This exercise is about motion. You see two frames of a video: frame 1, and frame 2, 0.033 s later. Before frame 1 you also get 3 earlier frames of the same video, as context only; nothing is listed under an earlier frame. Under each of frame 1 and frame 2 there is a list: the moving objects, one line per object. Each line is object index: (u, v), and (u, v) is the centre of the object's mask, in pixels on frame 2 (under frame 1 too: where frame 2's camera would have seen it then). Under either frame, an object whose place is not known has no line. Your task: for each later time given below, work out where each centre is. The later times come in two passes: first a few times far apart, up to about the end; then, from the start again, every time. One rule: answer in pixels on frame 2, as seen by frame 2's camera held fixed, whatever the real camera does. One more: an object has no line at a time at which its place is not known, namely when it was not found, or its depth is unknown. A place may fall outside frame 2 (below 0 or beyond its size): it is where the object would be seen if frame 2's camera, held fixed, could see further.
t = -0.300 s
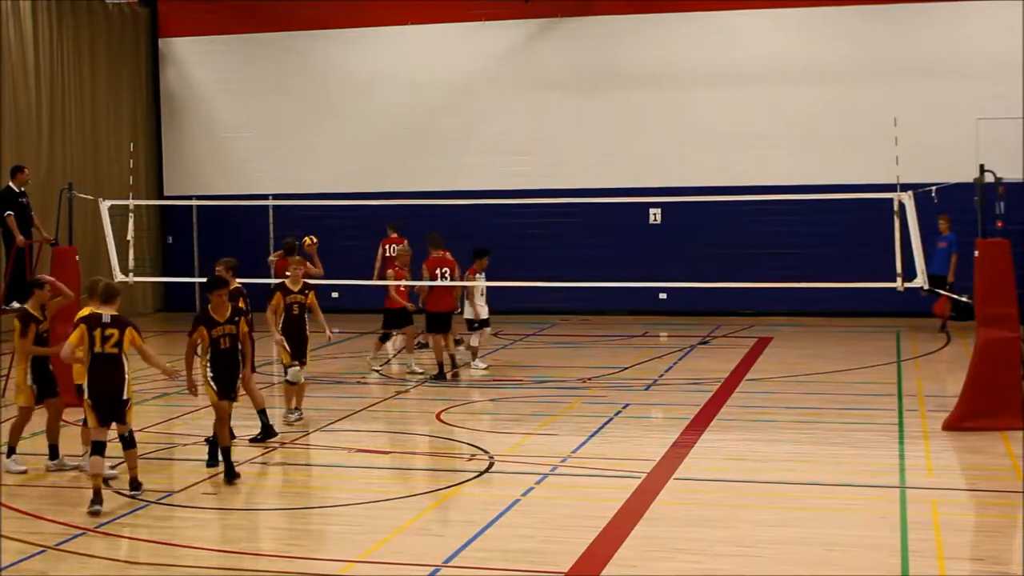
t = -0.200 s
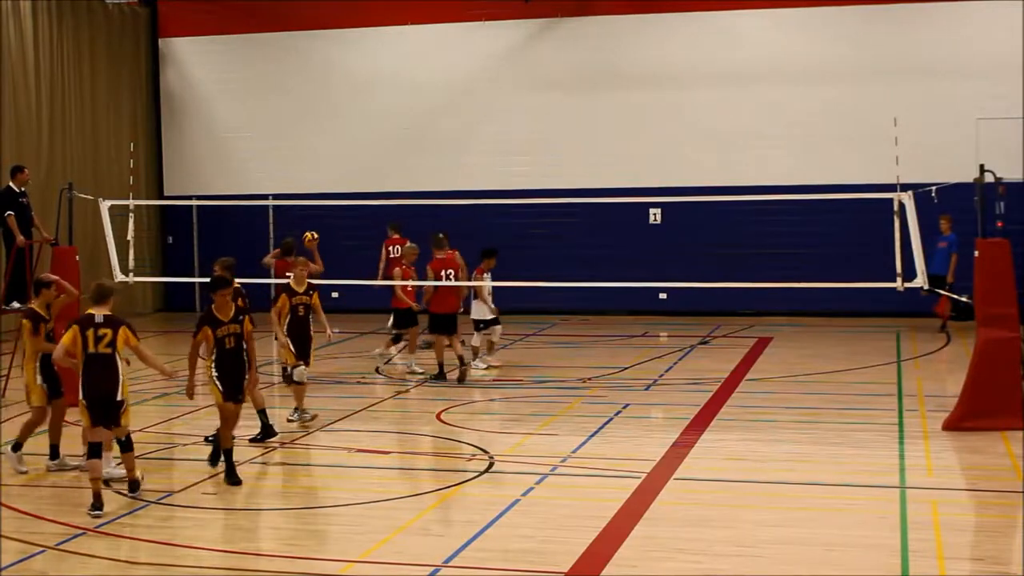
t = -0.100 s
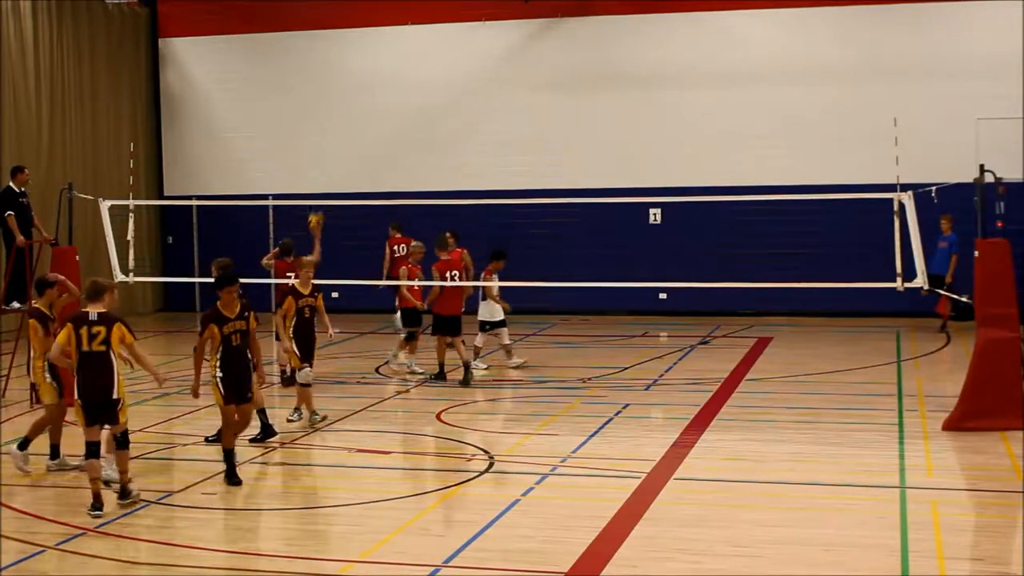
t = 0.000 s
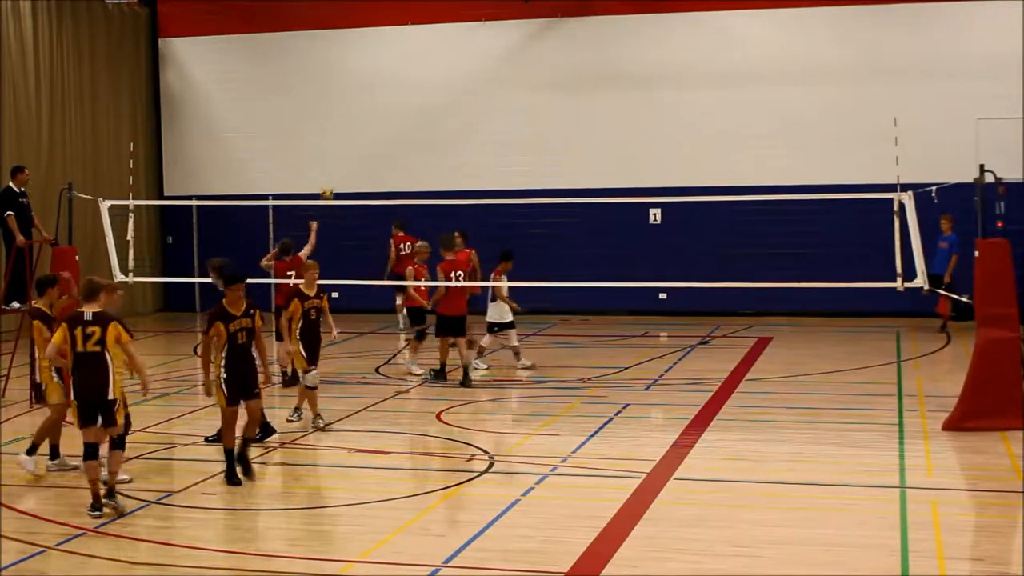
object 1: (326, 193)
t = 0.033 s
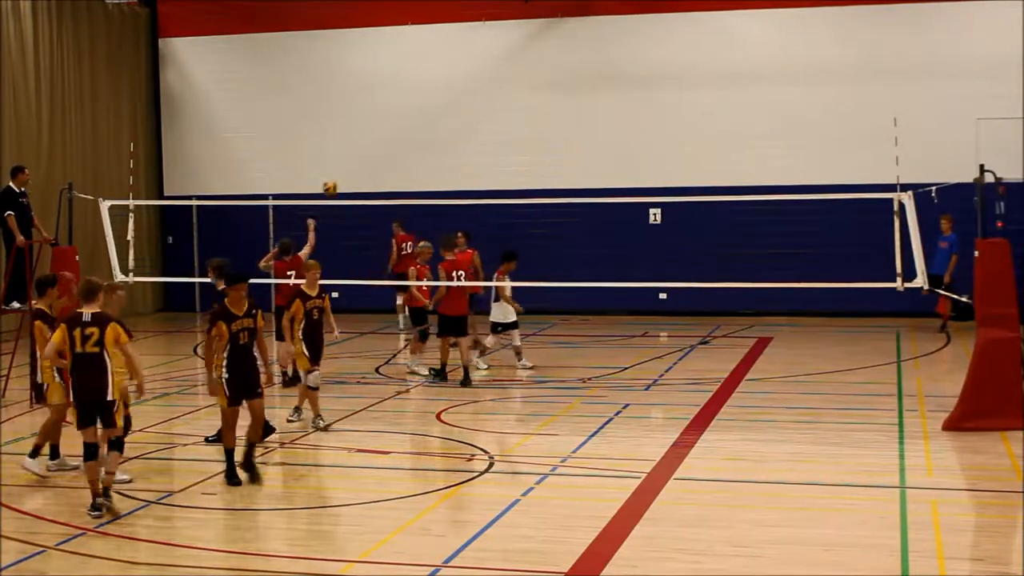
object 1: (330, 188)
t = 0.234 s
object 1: (350, 165)
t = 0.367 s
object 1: (362, 164)
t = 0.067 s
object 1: (333, 181)
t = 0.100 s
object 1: (336, 177)
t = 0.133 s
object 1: (340, 173)
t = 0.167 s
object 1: (343, 170)
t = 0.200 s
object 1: (346, 167)
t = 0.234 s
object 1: (350, 165)
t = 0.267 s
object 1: (353, 164)
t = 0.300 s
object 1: (356, 163)
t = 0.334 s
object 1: (359, 164)
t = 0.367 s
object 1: (362, 164)
